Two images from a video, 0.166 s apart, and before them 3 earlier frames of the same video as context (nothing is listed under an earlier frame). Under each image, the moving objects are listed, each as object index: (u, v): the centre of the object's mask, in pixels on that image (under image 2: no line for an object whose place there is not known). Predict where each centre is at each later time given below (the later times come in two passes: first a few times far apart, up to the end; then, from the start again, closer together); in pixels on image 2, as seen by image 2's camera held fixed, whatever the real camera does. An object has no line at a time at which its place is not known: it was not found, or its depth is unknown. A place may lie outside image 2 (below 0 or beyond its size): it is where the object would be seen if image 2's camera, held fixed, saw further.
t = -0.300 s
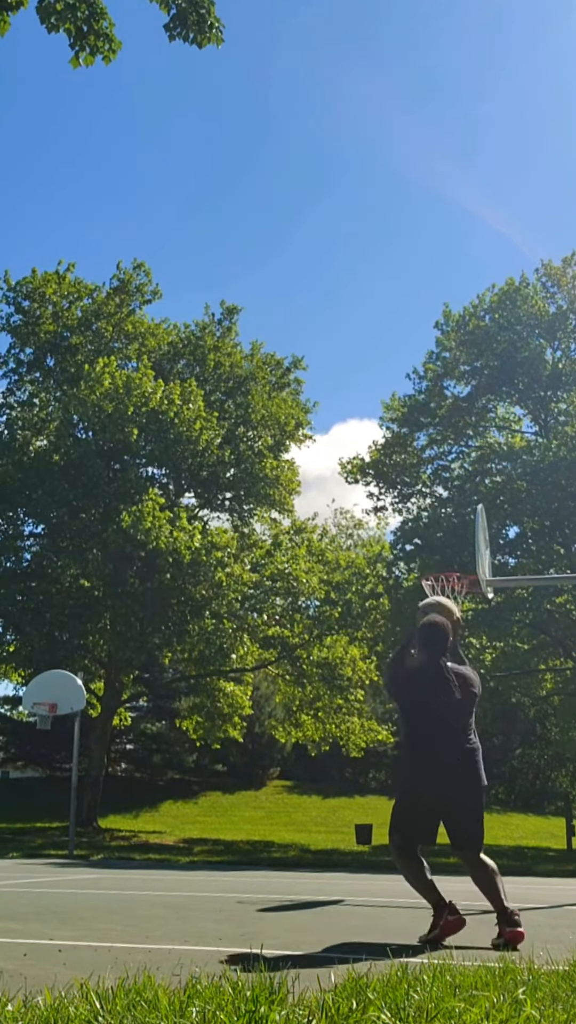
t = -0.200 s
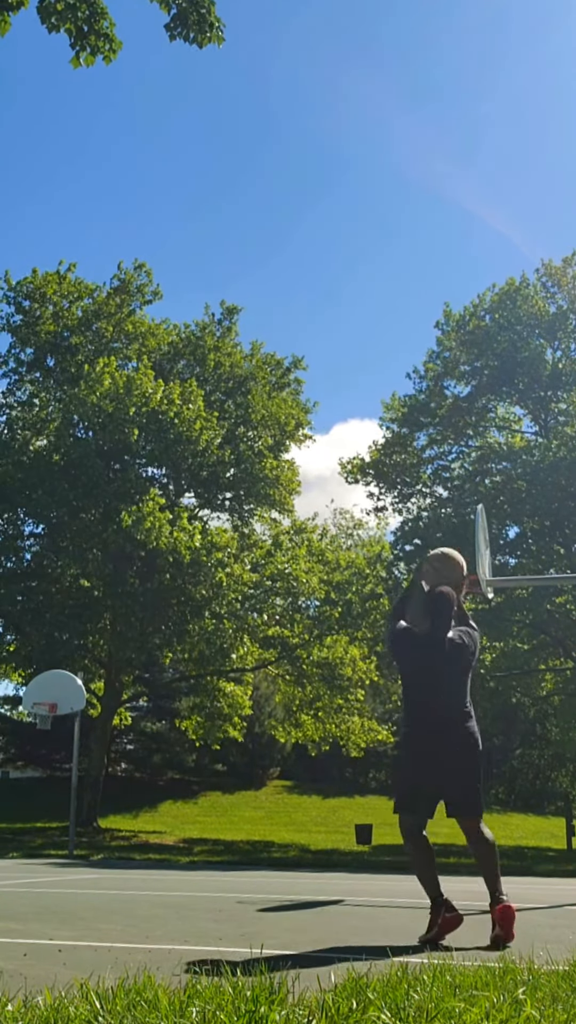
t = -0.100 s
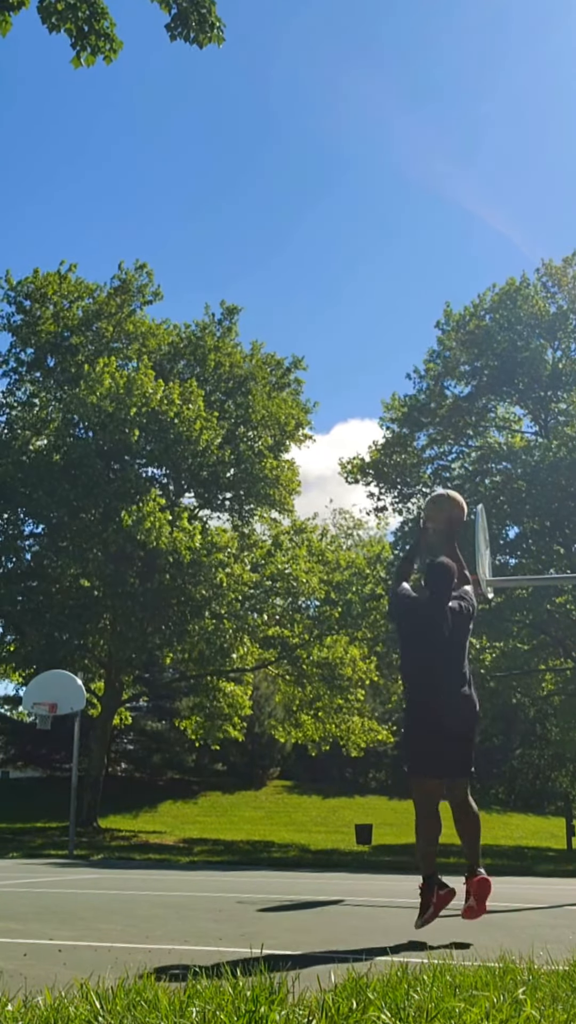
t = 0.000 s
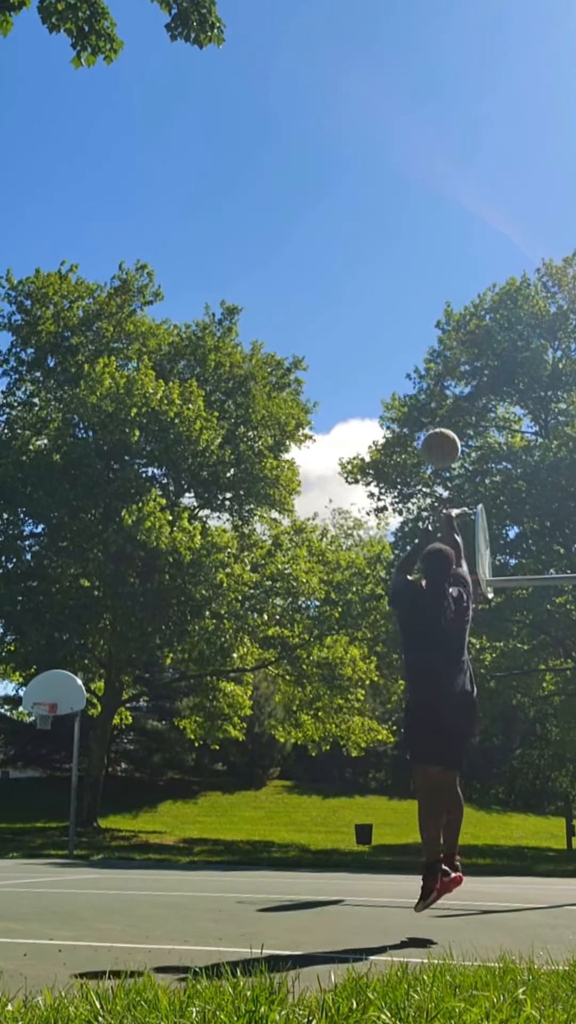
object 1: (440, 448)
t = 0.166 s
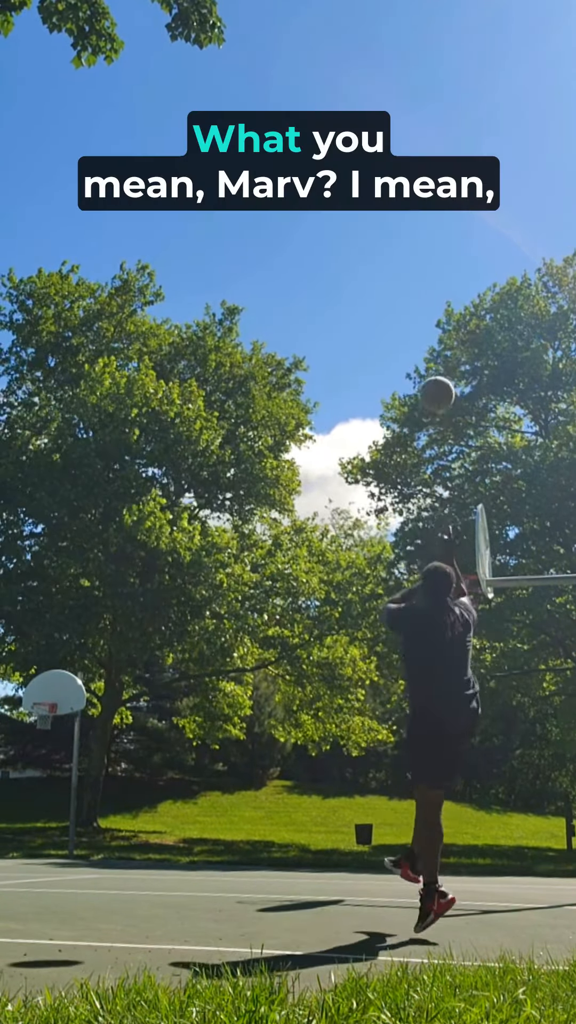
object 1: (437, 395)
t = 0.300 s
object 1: (437, 383)
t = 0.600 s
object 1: (438, 426)
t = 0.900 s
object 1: (444, 538)
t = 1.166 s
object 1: (452, 594)
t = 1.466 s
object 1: (441, 628)
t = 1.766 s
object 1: (437, 725)
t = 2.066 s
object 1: (440, 850)
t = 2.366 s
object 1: (451, 752)
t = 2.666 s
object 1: (469, 755)
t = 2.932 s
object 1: (491, 843)
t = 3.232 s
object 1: (512, 815)
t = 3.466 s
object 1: (530, 806)
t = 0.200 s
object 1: (437, 390)
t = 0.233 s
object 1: (437, 386)
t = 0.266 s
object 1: (437, 384)
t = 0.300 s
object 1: (437, 383)
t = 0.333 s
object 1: (436, 384)
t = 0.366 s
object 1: (437, 385)
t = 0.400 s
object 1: (437, 387)
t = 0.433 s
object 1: (437, 392)
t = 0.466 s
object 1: (437, 397)
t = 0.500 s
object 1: (438, 403)
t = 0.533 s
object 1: (437, 409)
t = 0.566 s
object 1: (438, 416)
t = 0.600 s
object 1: (438, 426)
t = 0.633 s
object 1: (439, 434)
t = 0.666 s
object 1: (439, 445)
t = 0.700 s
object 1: (440, 456)
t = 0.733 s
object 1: (440, 467)
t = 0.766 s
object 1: (442, 480)
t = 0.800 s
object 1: (443, 492)
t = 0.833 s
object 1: (443, 508)
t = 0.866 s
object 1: (444, 522)
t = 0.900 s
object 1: (444, 538)
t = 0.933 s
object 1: (445, 553)
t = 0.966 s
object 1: (447, 566)
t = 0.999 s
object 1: (447, 575)
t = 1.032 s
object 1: (442, 578)
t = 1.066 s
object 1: (443, 579)
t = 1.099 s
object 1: (448, 582)
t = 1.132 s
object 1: (451, 587)
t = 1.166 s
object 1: (452, 594)
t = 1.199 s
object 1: (452, 596)
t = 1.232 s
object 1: (451, 603)
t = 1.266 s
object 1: (447, 607)
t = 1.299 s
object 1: (445, 609)
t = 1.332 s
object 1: (444, 612)
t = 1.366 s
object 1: (443, 614)
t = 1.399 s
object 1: (442, 618)
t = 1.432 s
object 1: (442, 624)
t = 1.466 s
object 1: (441, 628)
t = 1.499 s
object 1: (440, 634)
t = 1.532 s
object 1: (439, 641)
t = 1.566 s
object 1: (439, 650)
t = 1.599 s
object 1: (438, 660)
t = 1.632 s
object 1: (438, 670)
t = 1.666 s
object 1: (438, 682)
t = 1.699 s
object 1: (437, 696)
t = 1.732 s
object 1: (437, 710)
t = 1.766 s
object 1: (437, 725)
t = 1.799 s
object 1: (437, 743)
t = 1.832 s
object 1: (437, 762)
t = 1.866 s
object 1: (437, 782)
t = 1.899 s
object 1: (438, 803)
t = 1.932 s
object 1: (438, 826)
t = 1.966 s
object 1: (438, 850)
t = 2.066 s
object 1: (440, 850)
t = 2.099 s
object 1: (441, 833)
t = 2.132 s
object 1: (442, 819)
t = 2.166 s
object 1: (443, 805)
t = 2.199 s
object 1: (444, 793)
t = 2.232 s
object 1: (445, 783)
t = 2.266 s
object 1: (447, 773)
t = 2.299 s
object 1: (448, 765)
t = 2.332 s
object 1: (450, 758)
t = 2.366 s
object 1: (451, 752)
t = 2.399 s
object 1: (453, 748)
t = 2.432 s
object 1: (455, 744)
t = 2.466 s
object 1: (456, 742)
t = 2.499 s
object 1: (458, 741)
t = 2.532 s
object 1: (460, 741)
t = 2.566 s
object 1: (462, 743)
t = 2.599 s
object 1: (464, 746)
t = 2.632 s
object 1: (467, 749)
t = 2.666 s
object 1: (469, 755)
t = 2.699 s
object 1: (471, 761)
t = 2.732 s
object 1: (474, 768)
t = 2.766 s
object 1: (477, 777)
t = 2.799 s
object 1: (479, 788)
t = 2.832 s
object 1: (482, 799)
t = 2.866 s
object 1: (485, 812)
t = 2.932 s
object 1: (491, 843)
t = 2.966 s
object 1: (494, 859)
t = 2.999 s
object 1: (497, 878)
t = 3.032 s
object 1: (500, 875)
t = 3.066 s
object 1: (501, 862)
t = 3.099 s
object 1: (503, 850)
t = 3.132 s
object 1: (506, 840)
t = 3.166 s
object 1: (508, 830)
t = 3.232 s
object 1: (512, 815)
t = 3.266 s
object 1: (514, 810)
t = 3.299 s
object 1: (517, 807)
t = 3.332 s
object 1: (519, 804)
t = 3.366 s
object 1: (522, 802)
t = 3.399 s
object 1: (525, 802)
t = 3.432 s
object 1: (527, 803)
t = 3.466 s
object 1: (530, 806)
